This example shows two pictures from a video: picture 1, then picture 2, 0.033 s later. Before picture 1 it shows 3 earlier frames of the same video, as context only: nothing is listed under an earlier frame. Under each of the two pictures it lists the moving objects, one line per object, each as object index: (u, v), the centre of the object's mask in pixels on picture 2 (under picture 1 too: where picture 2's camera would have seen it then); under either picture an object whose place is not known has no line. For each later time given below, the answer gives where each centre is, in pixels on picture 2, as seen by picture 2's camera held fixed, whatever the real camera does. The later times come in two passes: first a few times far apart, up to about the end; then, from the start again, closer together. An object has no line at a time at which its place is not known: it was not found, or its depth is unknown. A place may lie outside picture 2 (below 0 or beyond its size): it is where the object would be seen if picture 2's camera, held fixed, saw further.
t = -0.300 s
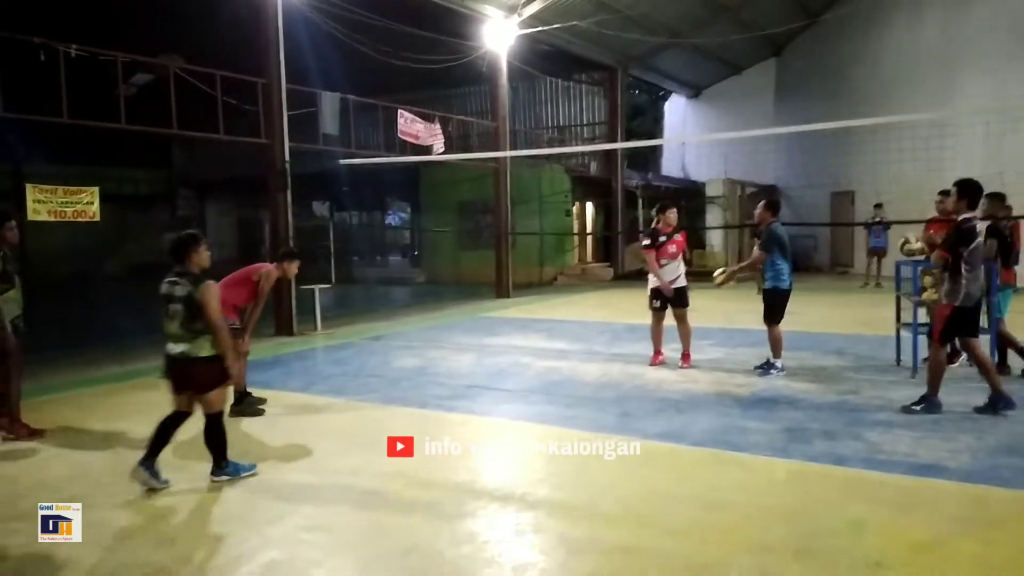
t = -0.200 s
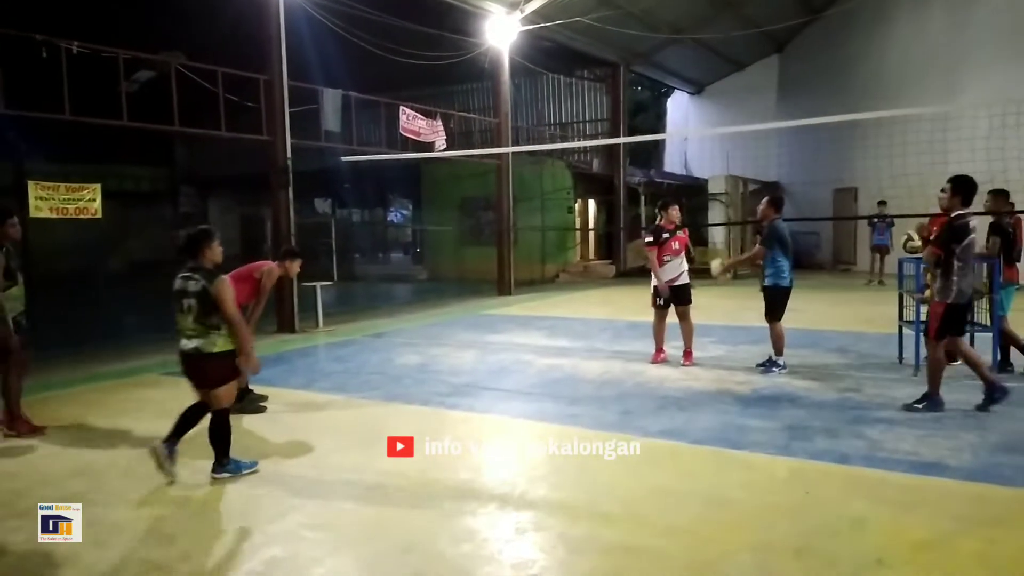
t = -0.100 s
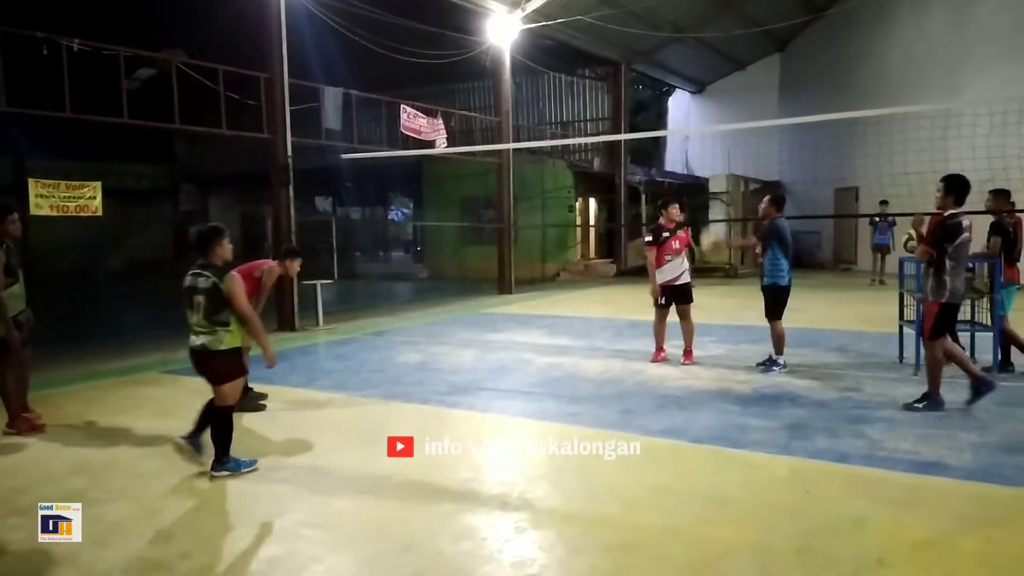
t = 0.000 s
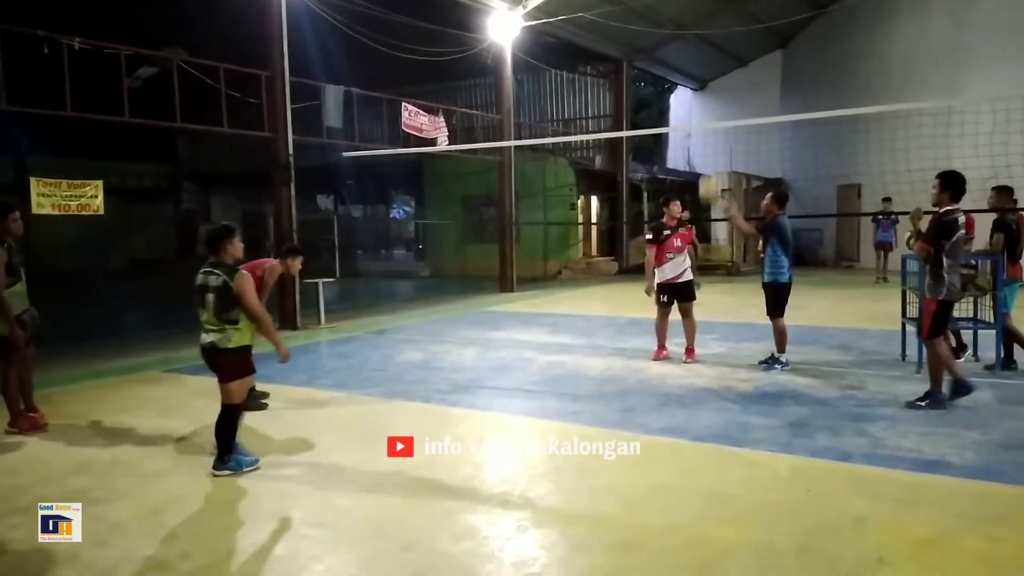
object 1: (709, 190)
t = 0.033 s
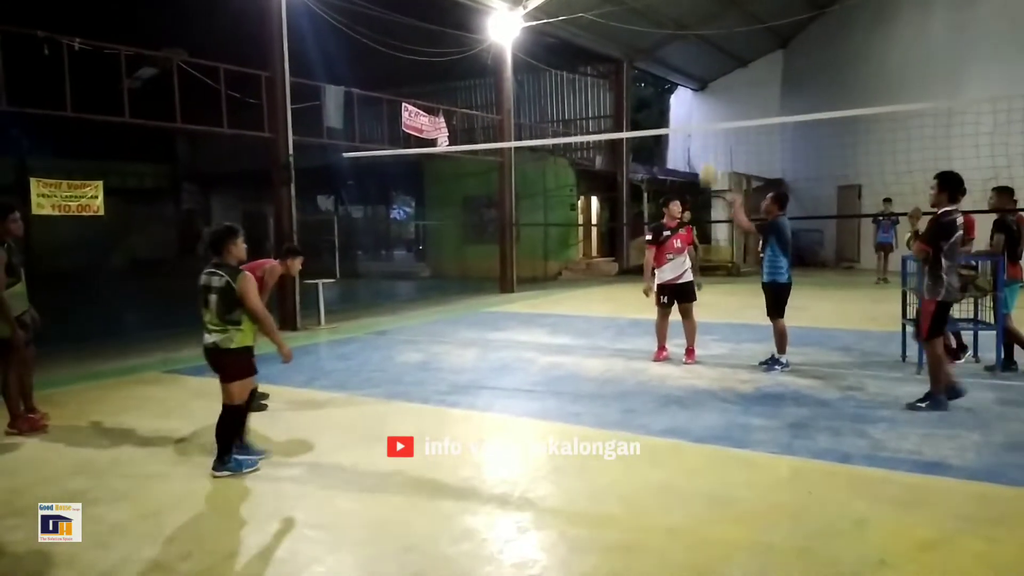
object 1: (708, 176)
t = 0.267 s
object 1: (706, 87)
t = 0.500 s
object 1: (704, 58)
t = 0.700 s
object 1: (703, 74)
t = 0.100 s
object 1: (708, 143)
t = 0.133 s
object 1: (707, 129)
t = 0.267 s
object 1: (706, 87)
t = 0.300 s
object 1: (706, 80)
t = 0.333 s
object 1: (705, 74)
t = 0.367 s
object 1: (705, 69)
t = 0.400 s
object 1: (705, 65)
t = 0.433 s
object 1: (705, 61)
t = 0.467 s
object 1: (705, 59)
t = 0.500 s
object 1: (704, 58)
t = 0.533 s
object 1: (704, 58)
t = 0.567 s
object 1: (704, 59)
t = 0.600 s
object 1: (704, 61)
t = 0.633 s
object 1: (703, 65)
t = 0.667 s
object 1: (703, 70)
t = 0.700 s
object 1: (703, 74)
